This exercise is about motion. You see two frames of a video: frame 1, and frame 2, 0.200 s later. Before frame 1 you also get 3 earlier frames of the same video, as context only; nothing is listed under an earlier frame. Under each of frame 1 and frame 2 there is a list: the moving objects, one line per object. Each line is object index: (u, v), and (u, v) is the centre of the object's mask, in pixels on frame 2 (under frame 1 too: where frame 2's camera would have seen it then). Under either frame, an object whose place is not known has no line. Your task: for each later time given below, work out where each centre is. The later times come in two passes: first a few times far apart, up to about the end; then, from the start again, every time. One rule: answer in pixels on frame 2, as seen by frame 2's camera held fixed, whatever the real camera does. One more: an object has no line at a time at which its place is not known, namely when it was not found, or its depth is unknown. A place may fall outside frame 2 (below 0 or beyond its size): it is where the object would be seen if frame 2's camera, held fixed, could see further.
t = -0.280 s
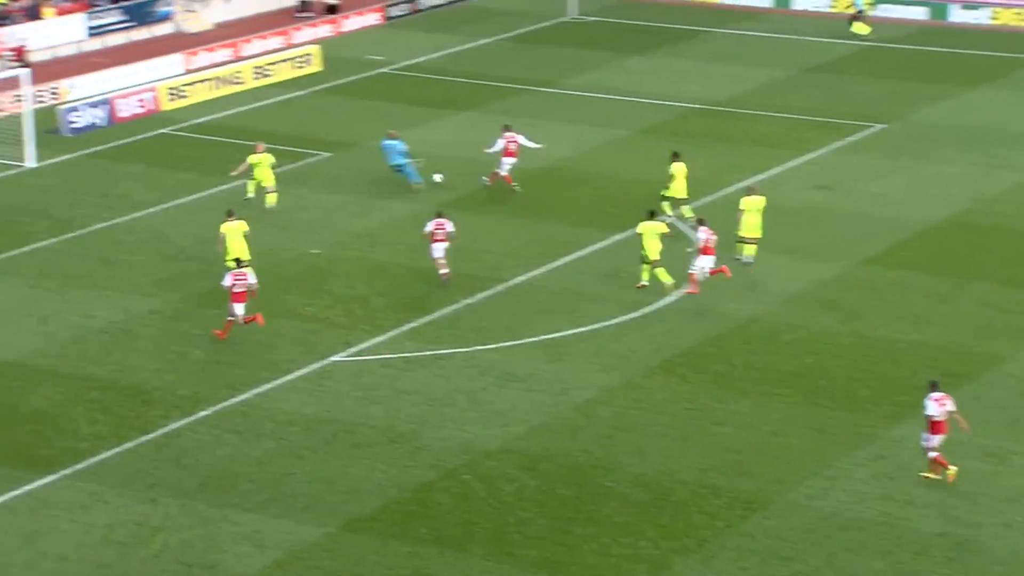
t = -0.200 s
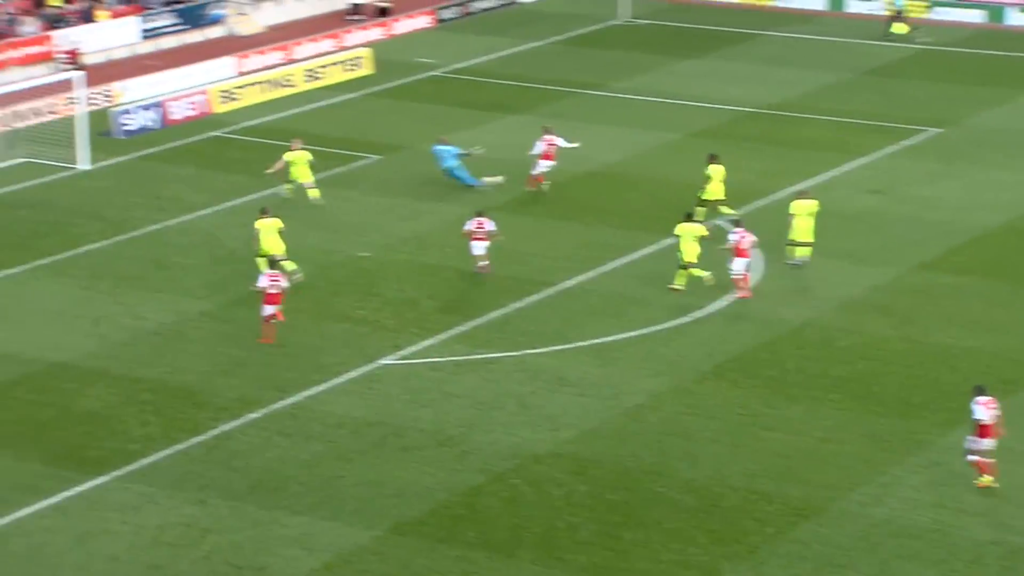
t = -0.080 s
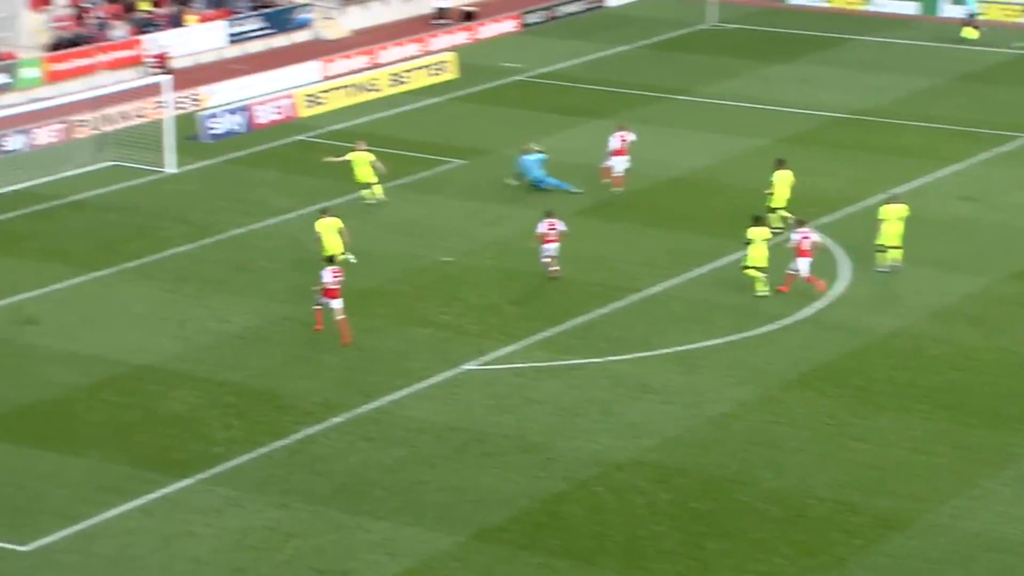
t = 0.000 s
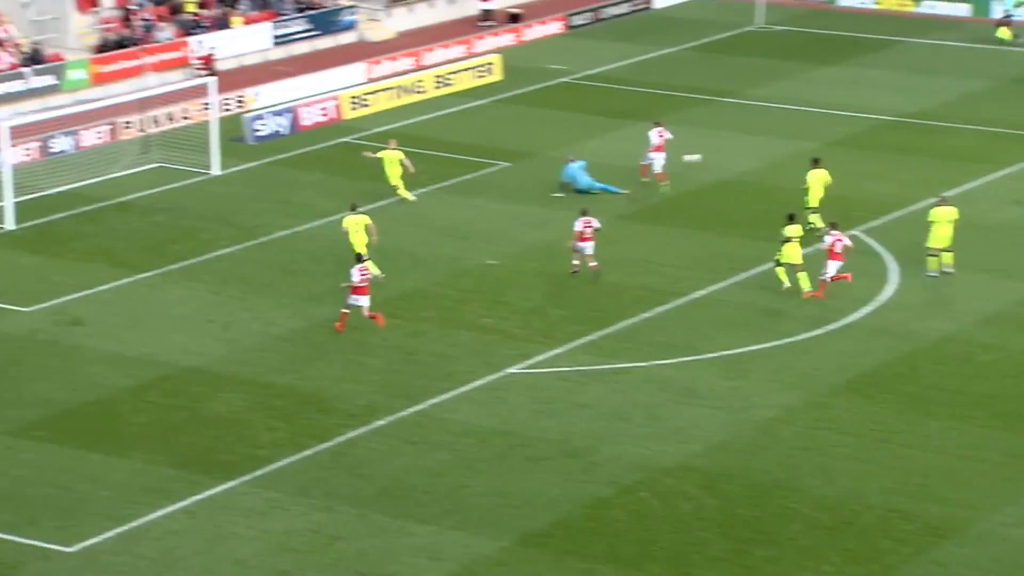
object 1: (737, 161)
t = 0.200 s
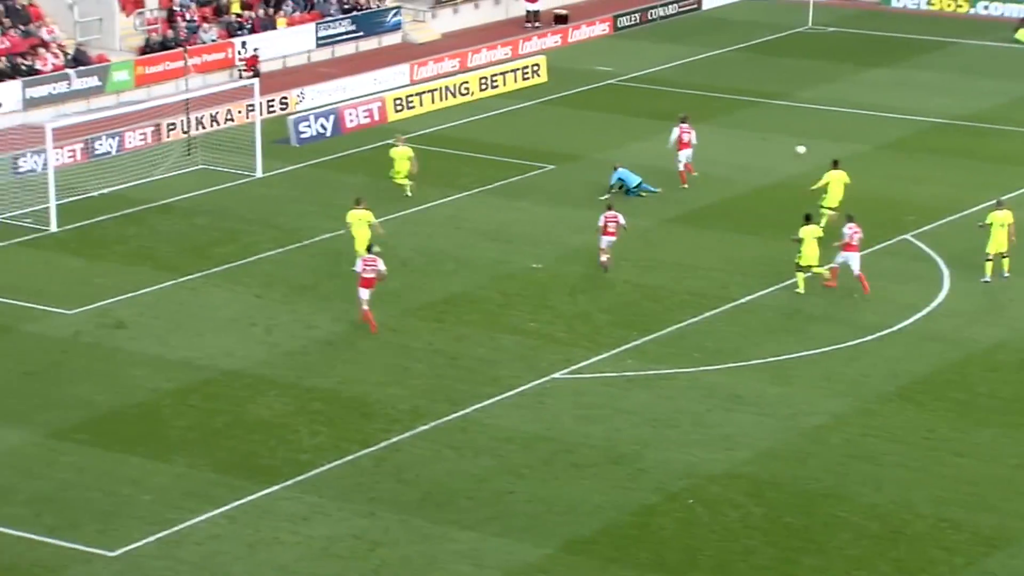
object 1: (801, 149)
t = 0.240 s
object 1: (811, 149)
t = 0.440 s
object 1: (854, 130)
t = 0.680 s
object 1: (897, 119)
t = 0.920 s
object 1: (934, 105)
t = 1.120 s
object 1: (961, 96)
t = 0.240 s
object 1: (811, 149)
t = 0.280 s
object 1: (821, 148)
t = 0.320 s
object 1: (830, 143)
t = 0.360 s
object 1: (839, 138)
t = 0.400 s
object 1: (846, 134)
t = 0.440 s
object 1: (854, 130)
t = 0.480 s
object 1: (862, 127)
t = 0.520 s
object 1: (869, 126)
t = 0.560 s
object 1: (876, 124)
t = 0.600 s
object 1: (884, 123)
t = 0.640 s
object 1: (890, 123)
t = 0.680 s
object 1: (897, 119)
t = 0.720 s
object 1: (904, 115)
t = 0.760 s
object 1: (910, 112)
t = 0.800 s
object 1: (916, 110)
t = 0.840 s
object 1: (921, 107)
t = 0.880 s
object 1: (927, 106)
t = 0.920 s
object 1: (934, 105)
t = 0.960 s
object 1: (938, 105)
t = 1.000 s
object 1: (944, 102)
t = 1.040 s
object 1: (950, 101)
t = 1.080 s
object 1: (956, 98)
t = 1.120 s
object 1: (961, 96)
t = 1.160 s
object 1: (966, 97)
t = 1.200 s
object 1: (971, 95)
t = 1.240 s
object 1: (977, 93)
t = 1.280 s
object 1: (982, 91)
